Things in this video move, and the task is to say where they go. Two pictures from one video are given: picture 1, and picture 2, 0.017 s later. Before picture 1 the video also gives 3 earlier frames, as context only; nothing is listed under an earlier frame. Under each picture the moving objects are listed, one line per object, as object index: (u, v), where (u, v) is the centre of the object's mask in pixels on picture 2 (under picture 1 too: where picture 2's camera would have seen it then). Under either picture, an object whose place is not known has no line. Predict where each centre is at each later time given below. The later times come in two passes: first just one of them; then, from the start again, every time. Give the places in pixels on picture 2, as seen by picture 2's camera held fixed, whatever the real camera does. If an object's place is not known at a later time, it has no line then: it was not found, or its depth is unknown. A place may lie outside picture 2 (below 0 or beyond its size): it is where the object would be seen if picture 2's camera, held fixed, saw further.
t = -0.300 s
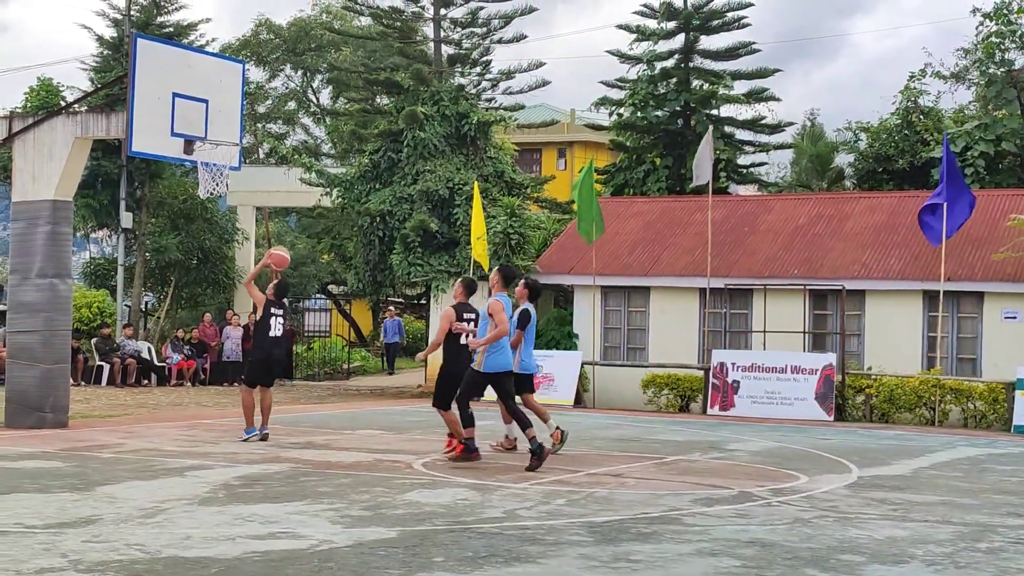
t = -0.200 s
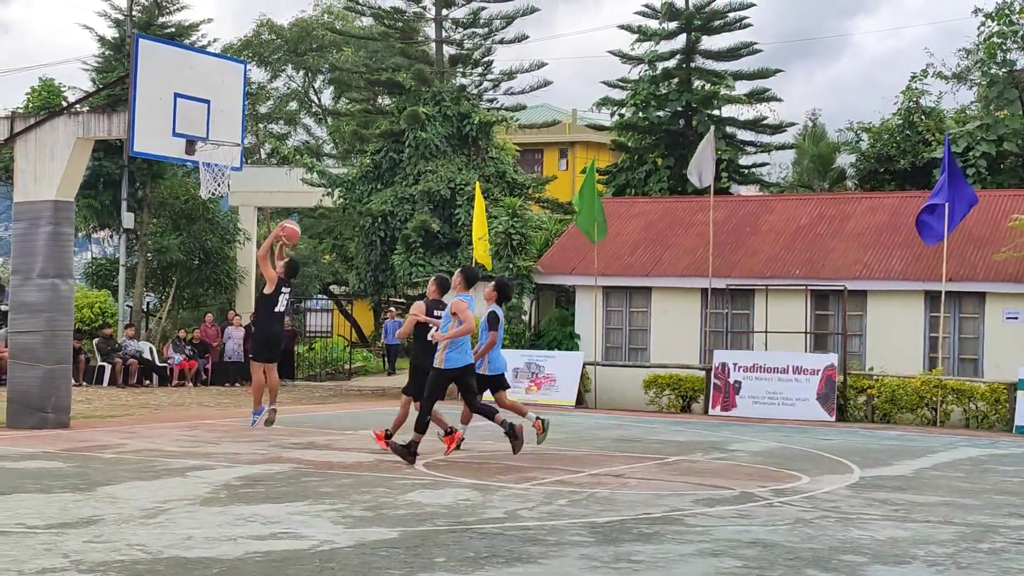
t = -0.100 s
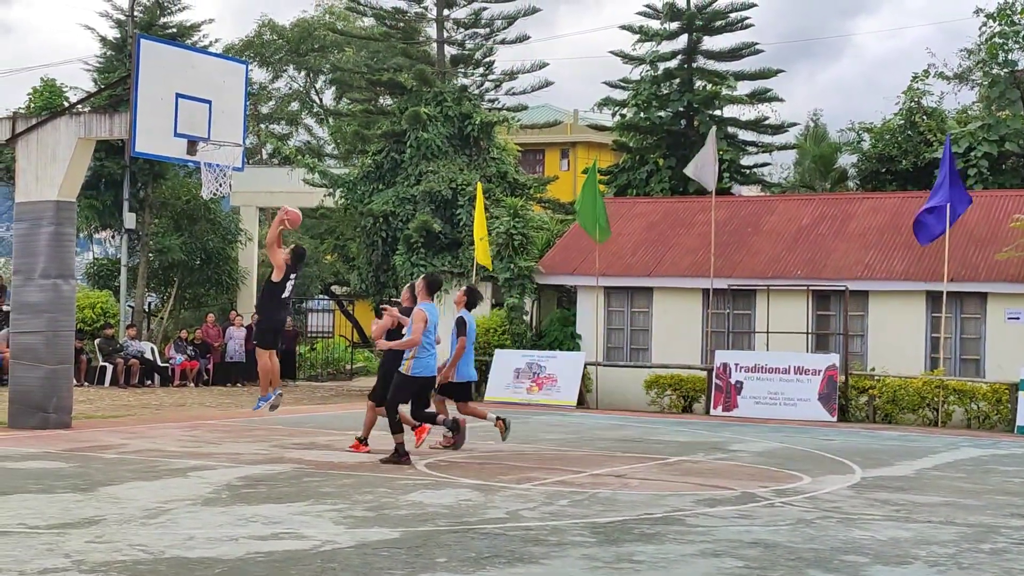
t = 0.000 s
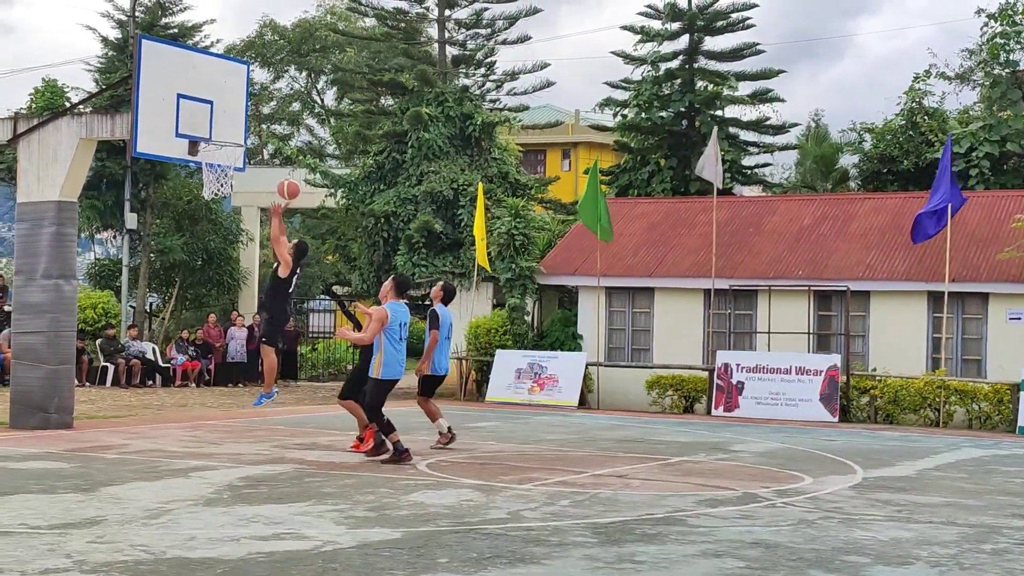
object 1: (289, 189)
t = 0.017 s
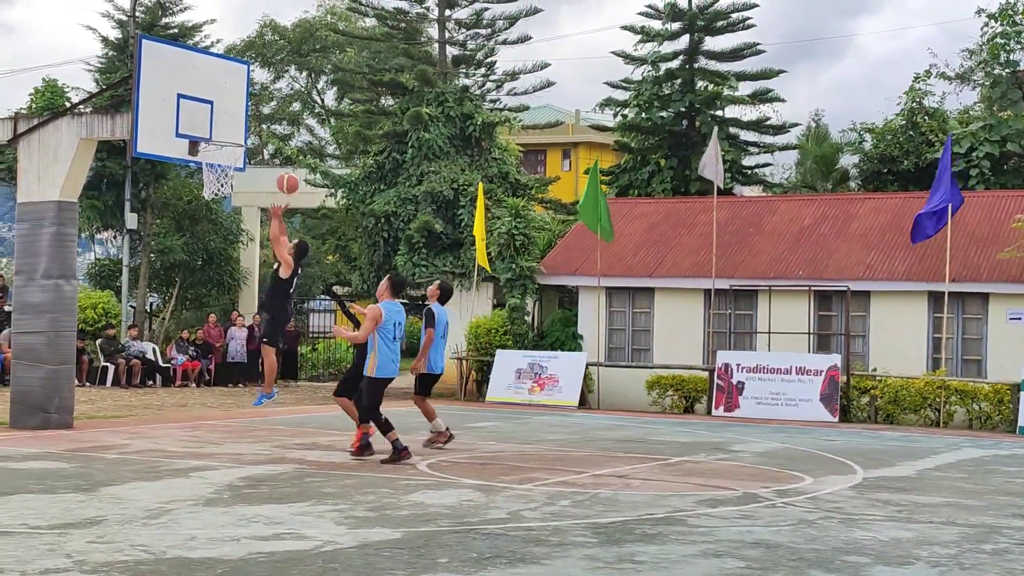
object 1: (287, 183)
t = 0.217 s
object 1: (277, 128)
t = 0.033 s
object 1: (287, 176)
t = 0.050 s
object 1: (286, 170)
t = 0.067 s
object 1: (285, 165)
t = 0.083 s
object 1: (284, 160)
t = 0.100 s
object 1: (283, 156)
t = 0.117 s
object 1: (282, 151)
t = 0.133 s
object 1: (281, 146)
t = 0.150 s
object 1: (280, 143)
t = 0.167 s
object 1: (279, 139)
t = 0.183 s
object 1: (278, 134)
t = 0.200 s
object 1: (278, 131)
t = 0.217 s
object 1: (277, 128)
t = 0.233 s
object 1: (276, 125)
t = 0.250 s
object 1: (275, 123)
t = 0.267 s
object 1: (274, 121)
